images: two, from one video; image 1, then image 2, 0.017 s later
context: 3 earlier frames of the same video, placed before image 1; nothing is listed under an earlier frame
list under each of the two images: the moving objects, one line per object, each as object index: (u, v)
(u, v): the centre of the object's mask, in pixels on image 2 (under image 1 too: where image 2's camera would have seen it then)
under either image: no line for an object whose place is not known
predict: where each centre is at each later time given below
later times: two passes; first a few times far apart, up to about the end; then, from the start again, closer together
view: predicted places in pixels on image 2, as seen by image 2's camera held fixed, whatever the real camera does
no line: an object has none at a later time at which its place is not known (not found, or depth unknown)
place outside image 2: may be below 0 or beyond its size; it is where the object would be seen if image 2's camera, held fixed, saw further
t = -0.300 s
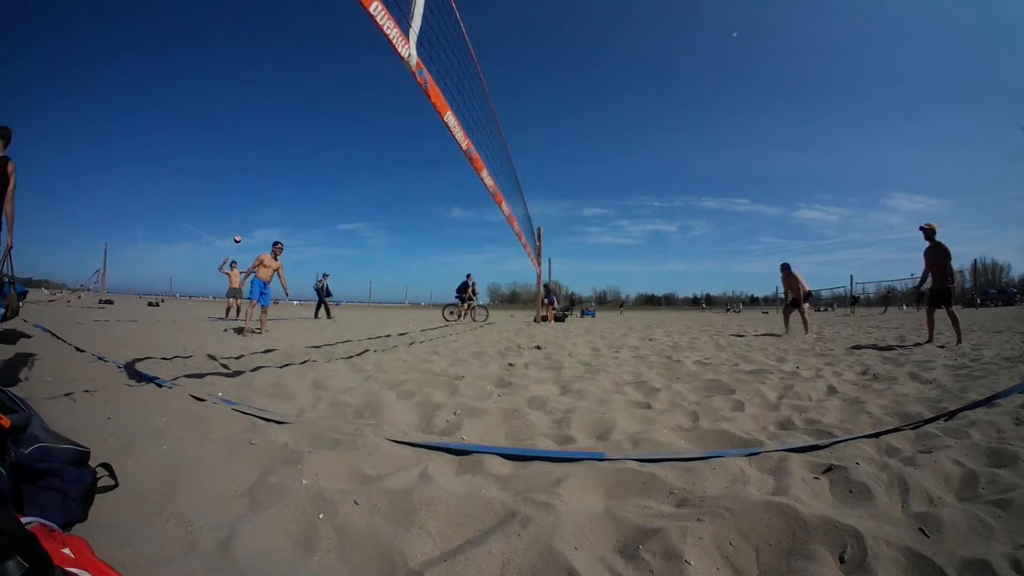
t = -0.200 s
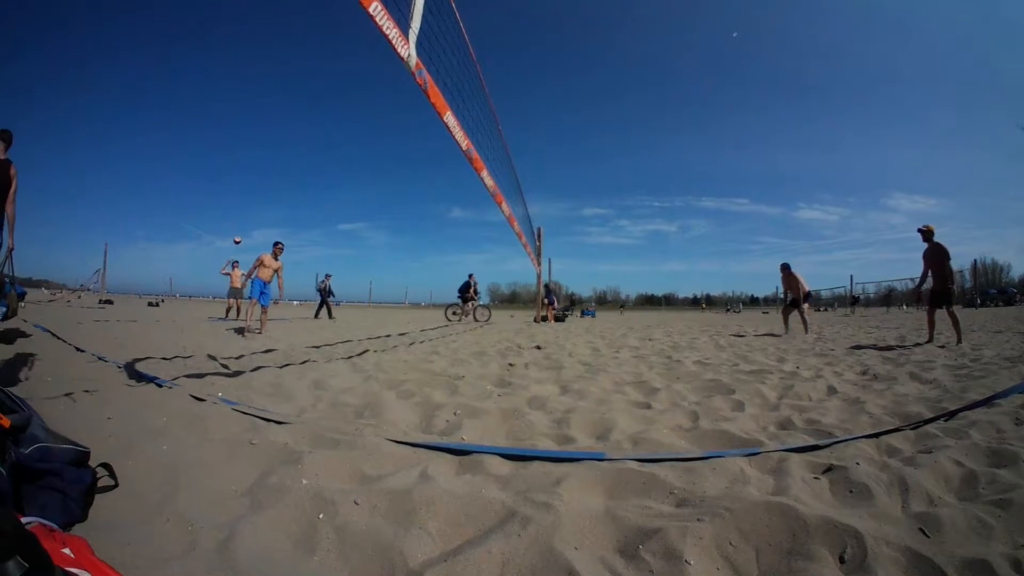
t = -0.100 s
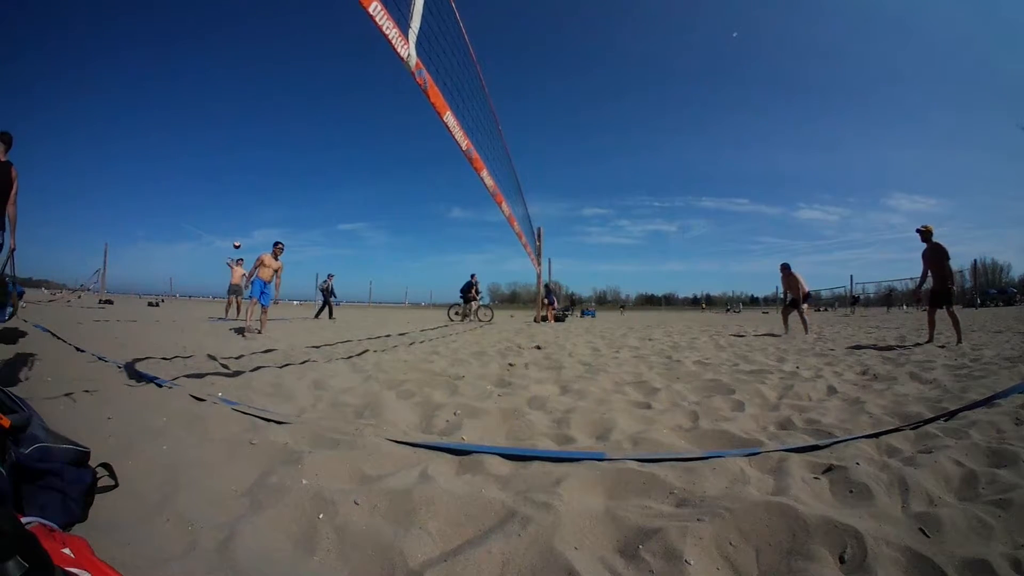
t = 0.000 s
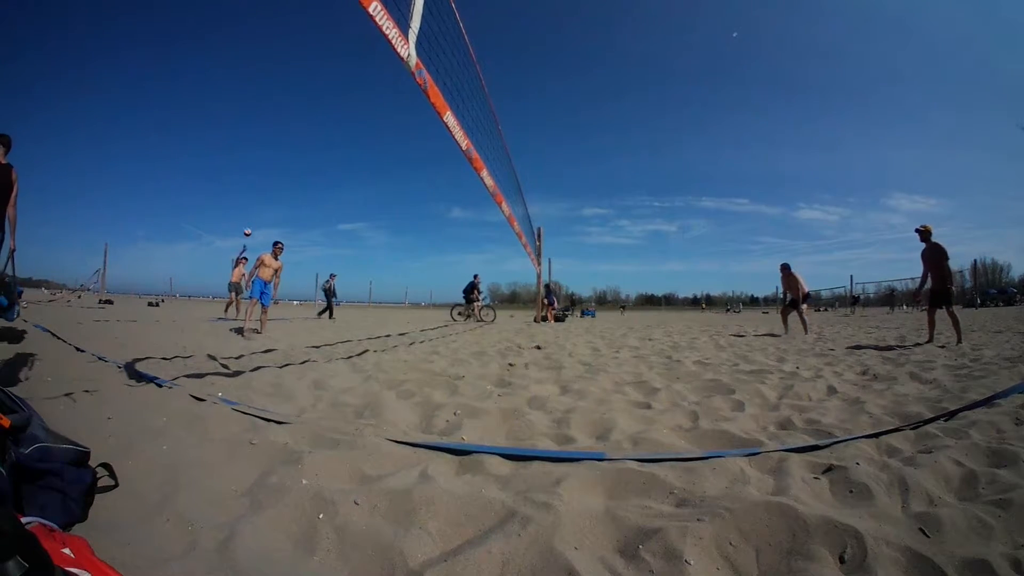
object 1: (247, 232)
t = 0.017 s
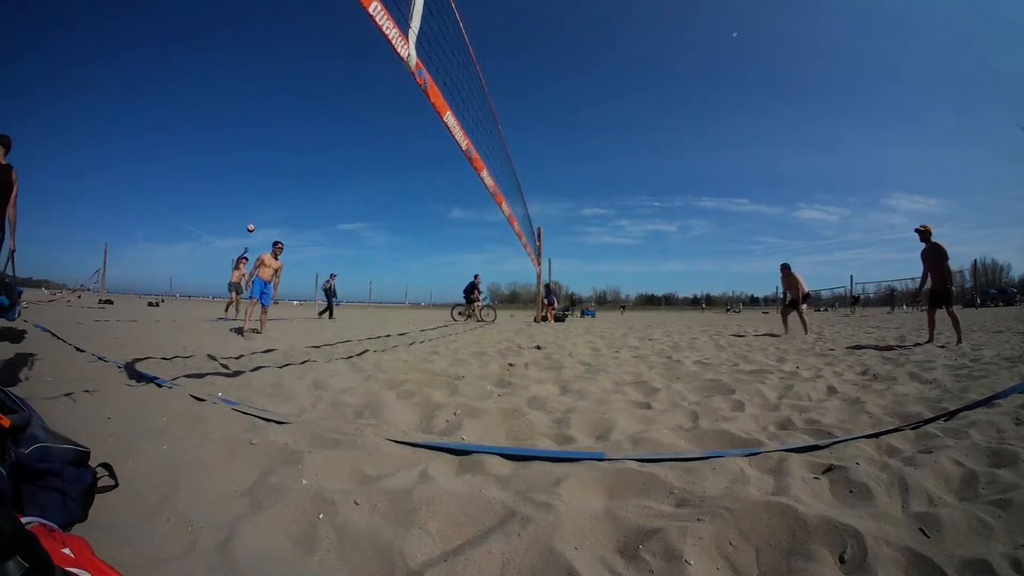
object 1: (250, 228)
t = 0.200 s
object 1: (289, 185)
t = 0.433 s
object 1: (355, 137)
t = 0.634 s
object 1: (430, 109)
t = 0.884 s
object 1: (572, 101)
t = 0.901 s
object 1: (583, 102)
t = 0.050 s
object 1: (256, 220)
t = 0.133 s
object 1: (273, 200)
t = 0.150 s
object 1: (277, 196)
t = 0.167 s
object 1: (281, 192)
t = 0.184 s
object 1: (285, 189)
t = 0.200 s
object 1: (289, 185)
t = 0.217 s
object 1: (293, 181)
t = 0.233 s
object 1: (297, 178)
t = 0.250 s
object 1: (301, 174)
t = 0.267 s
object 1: (306, 170)
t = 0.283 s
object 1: (310, 167)
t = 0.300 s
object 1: (315, 164)
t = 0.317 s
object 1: (319, 160)
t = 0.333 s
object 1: (324, 157)
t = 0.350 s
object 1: (329, 153)
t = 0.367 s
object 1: (334, 150)
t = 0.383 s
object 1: (339, 146)
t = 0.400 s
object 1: (344, 143)
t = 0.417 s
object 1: (350, 140)
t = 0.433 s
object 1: (355, 137)
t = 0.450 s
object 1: (360, 134)
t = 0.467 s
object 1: (366, 131)
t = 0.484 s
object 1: (372, 128)
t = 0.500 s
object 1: (379, 125)
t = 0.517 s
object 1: (385, 123)
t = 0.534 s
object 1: (391, 120)
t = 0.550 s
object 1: (397, 118)
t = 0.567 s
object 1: (403, 115)
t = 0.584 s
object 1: (411, 113)
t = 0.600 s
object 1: (417, 111)
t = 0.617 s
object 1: (425, 110)
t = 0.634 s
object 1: (430, 109)
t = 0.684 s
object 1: (457, 103)
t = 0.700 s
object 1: (465, 102)
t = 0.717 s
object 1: (473, 101)
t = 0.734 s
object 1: (482, 100)
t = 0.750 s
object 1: (491, 99)
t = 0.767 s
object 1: (501, 98)
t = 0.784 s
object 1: (510, 98)
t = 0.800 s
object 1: (520, 98)
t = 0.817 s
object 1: (529, 98)
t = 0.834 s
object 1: (539, 99)
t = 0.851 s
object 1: (550, 99)
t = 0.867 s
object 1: (561, 100)
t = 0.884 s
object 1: (572, 101)
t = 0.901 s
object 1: (583, 102)
